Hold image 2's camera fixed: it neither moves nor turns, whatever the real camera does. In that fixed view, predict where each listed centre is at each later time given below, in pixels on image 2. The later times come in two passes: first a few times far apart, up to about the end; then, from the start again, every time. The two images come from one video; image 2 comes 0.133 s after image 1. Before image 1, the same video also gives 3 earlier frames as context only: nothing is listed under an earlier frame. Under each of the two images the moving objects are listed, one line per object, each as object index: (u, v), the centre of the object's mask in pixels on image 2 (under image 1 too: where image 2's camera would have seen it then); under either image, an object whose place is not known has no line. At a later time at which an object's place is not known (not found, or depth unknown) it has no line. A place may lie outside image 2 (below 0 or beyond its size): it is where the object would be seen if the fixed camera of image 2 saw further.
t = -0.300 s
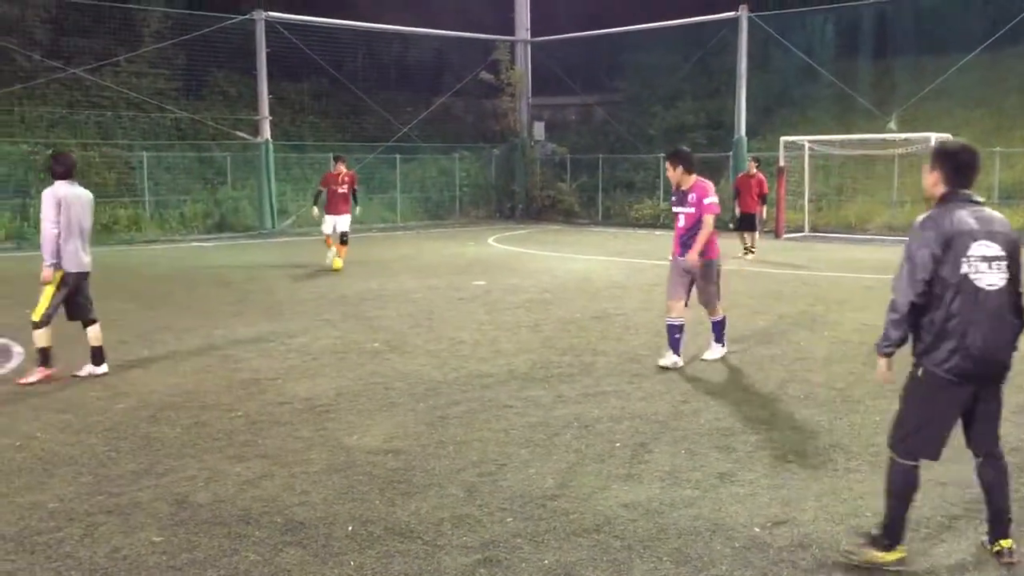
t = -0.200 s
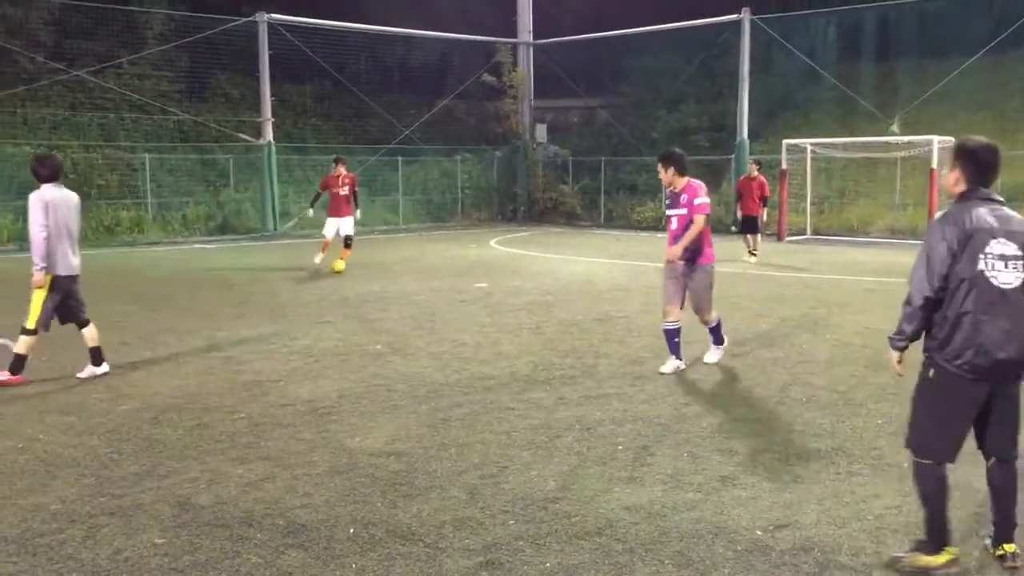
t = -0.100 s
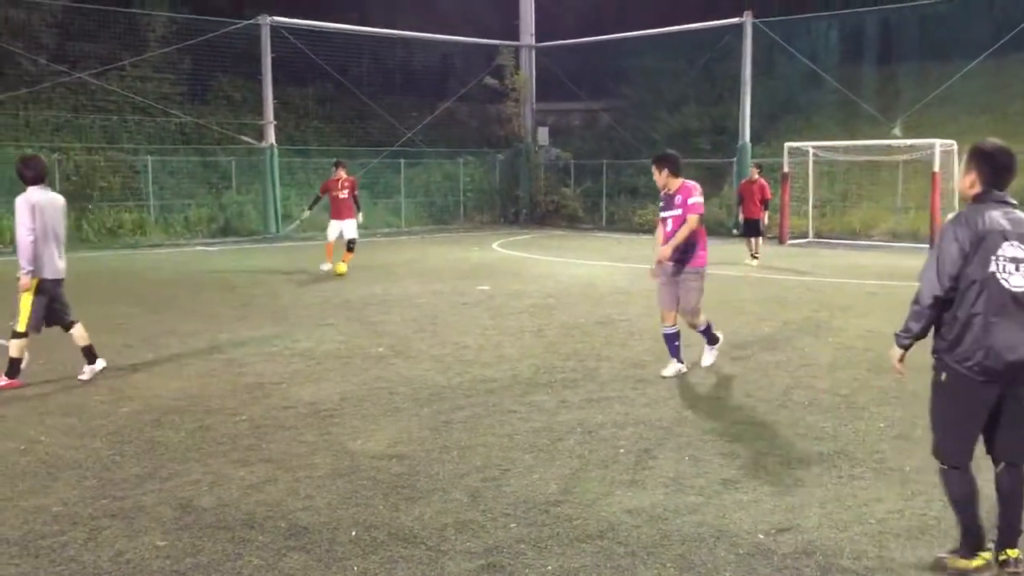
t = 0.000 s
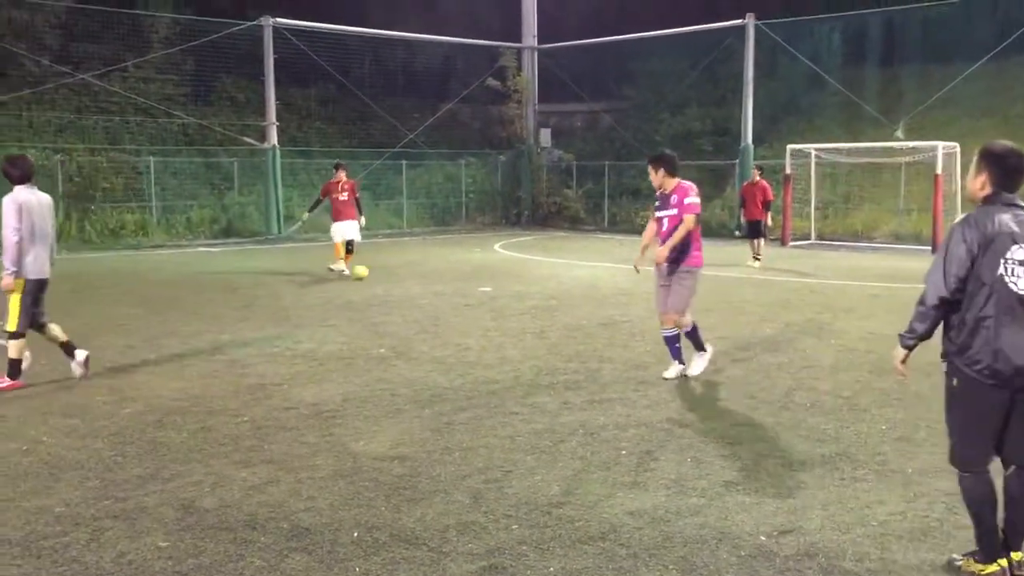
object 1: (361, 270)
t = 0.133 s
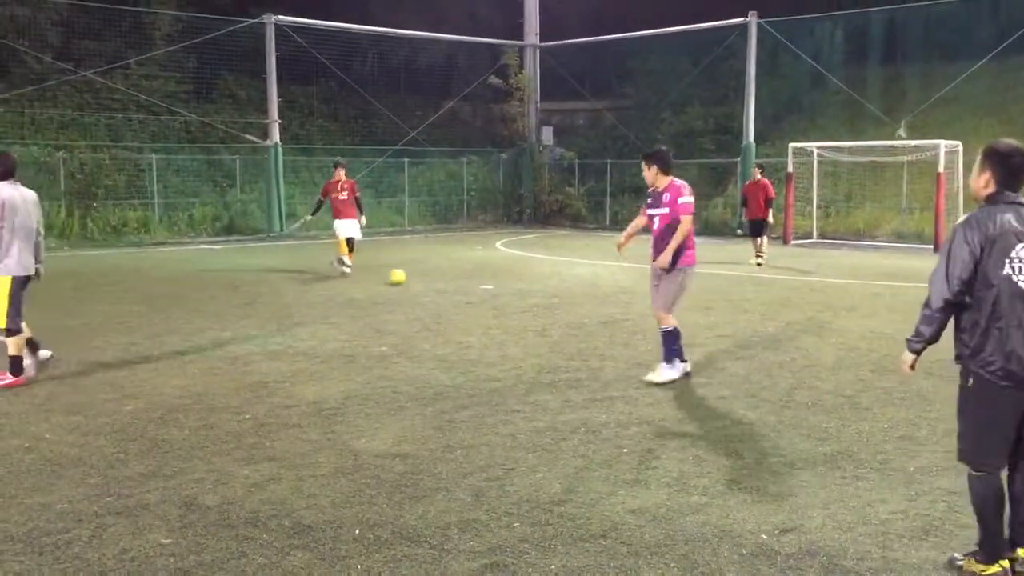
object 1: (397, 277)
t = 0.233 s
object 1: (424, 282)
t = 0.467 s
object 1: (487, 293)
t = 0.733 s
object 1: (561, 307)
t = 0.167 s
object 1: (406, 278)
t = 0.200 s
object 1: (416, 281)
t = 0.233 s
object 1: (424, 282)
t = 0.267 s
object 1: (433, 284)
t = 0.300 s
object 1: (442, 286)
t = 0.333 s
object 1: (451, 287)
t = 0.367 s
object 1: (460, 288)
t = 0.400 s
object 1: (469, 290)
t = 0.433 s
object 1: (479, 293)
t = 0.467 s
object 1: (487, 293)
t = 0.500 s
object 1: (497, 295)
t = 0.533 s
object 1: (506, 297)
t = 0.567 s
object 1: (514, 299)
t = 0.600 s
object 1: (523, 301)
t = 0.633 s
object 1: (533, 302)
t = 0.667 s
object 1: (543, 304)
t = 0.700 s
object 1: (551, 305)
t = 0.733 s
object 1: (561, 307)
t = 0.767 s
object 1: (571, 309)
